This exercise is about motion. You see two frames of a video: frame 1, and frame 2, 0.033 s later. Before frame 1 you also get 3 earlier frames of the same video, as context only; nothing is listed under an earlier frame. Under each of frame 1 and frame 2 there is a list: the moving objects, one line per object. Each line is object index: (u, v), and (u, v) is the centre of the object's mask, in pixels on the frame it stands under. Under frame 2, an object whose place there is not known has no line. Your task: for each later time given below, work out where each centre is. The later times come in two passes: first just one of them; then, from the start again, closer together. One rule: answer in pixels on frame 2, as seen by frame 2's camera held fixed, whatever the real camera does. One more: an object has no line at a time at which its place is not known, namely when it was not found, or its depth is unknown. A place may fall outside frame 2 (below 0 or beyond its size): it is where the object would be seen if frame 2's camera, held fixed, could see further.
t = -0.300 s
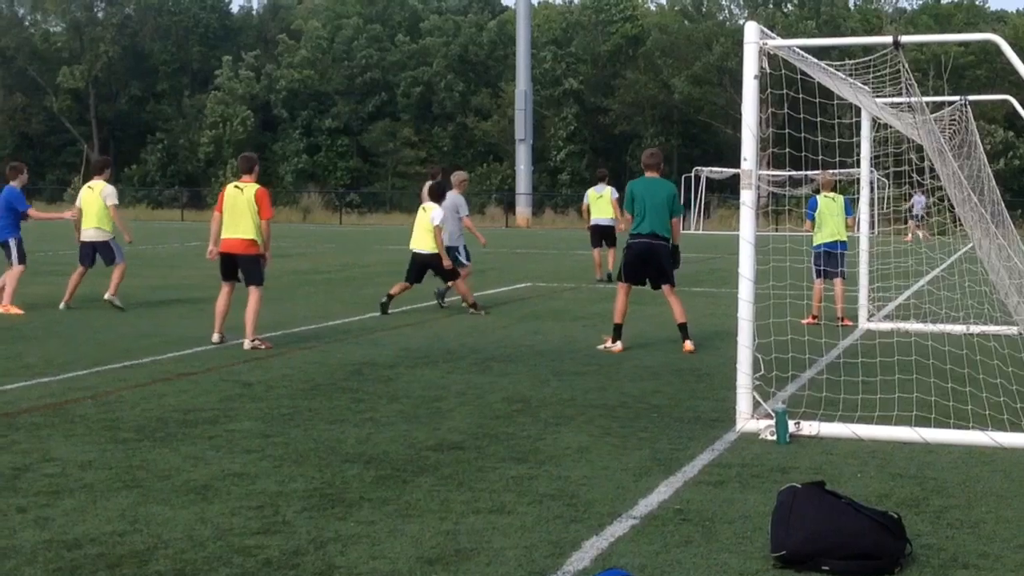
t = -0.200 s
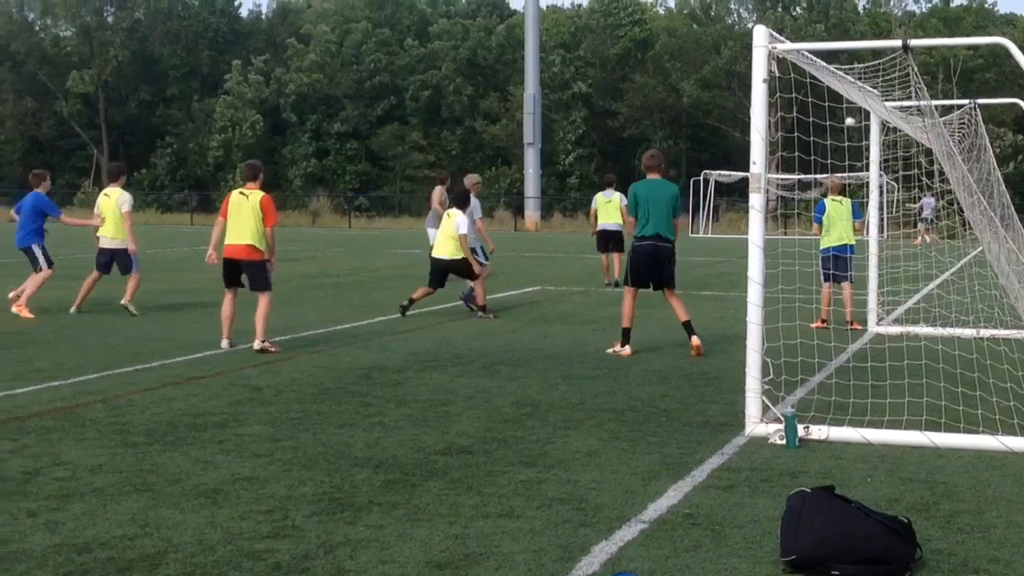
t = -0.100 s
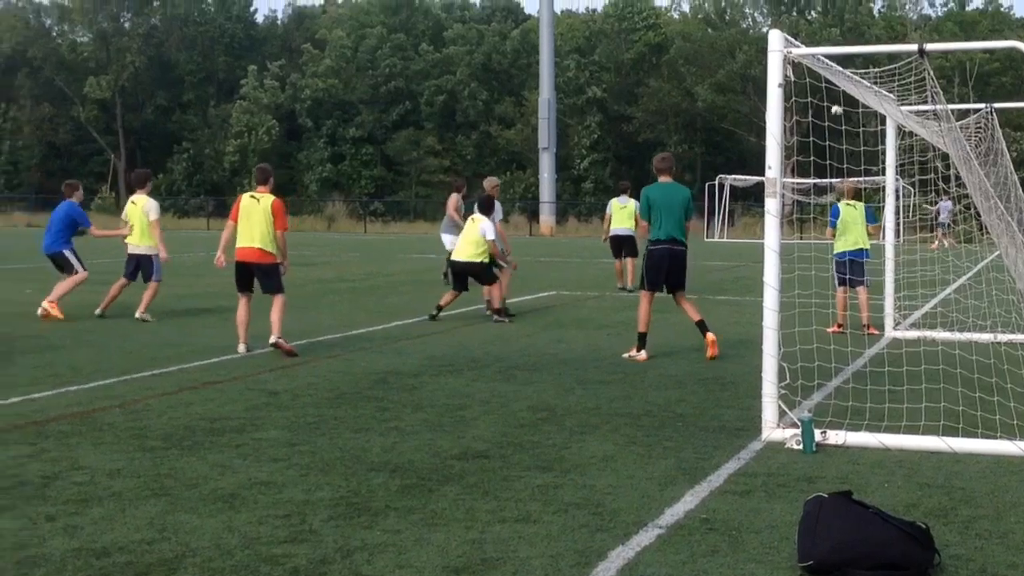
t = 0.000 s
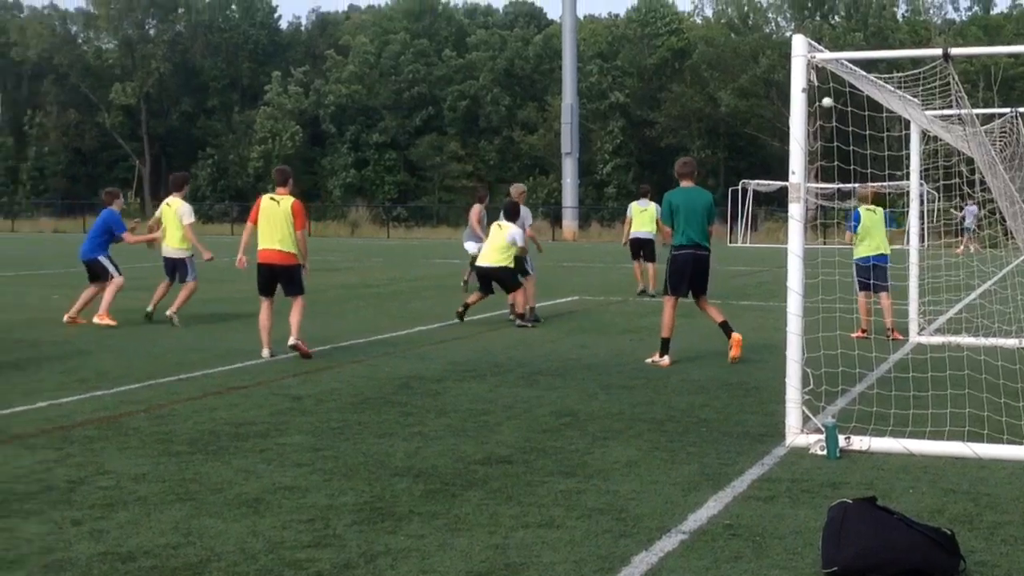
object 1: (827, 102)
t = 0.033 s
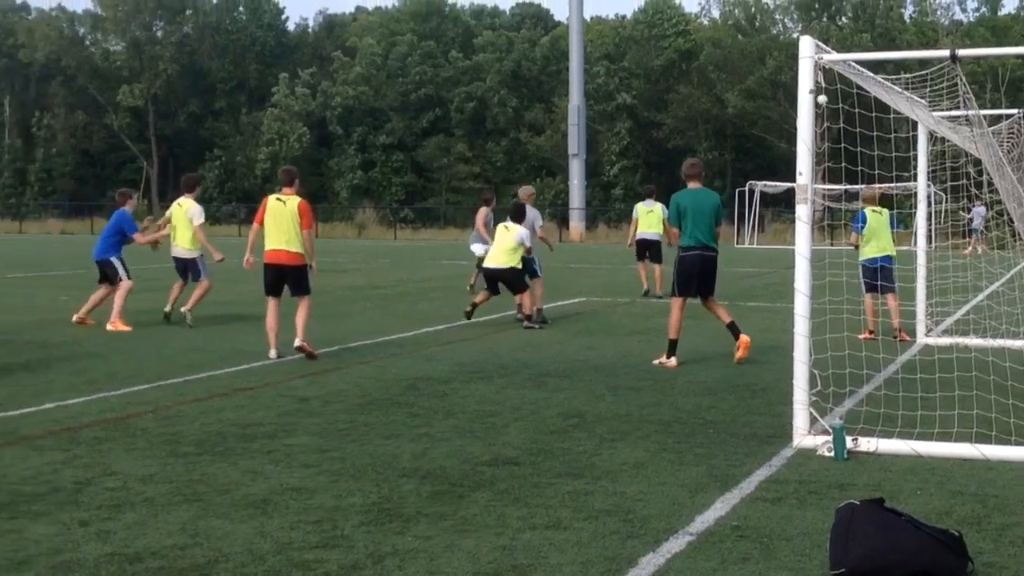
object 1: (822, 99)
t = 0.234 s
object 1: (741, 89)
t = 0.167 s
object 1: (770, 90)
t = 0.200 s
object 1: (756, 89)
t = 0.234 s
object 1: (741, 89)
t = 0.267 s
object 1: (726, 88)
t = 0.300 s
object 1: (711, 89)
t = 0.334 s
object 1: (695, 89)
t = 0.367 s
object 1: (679, 91)
